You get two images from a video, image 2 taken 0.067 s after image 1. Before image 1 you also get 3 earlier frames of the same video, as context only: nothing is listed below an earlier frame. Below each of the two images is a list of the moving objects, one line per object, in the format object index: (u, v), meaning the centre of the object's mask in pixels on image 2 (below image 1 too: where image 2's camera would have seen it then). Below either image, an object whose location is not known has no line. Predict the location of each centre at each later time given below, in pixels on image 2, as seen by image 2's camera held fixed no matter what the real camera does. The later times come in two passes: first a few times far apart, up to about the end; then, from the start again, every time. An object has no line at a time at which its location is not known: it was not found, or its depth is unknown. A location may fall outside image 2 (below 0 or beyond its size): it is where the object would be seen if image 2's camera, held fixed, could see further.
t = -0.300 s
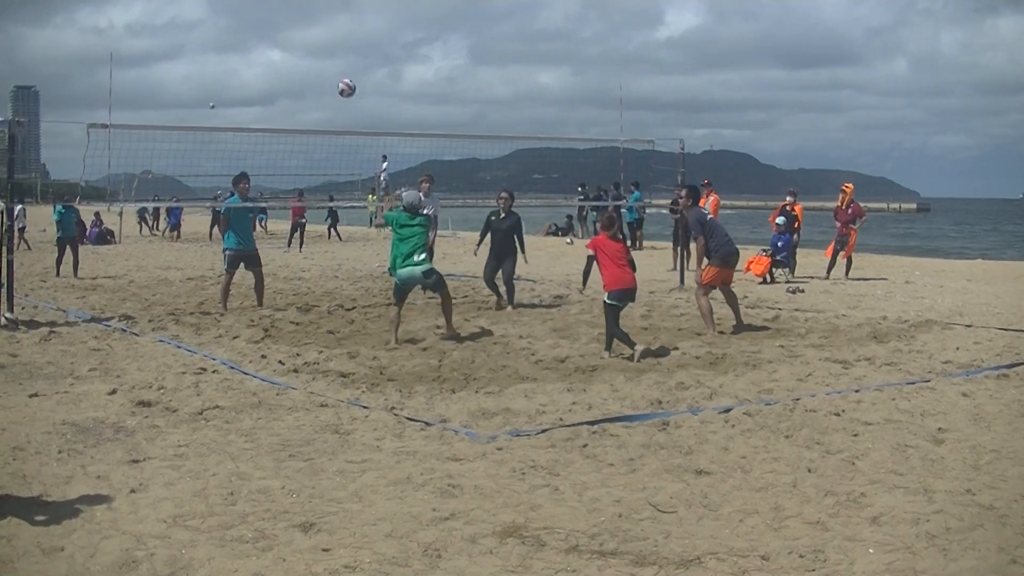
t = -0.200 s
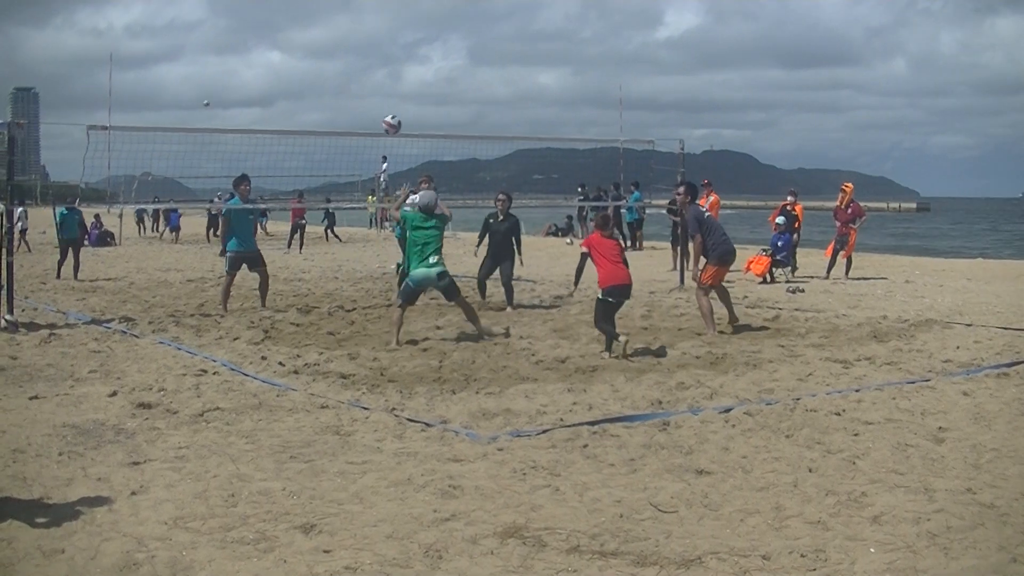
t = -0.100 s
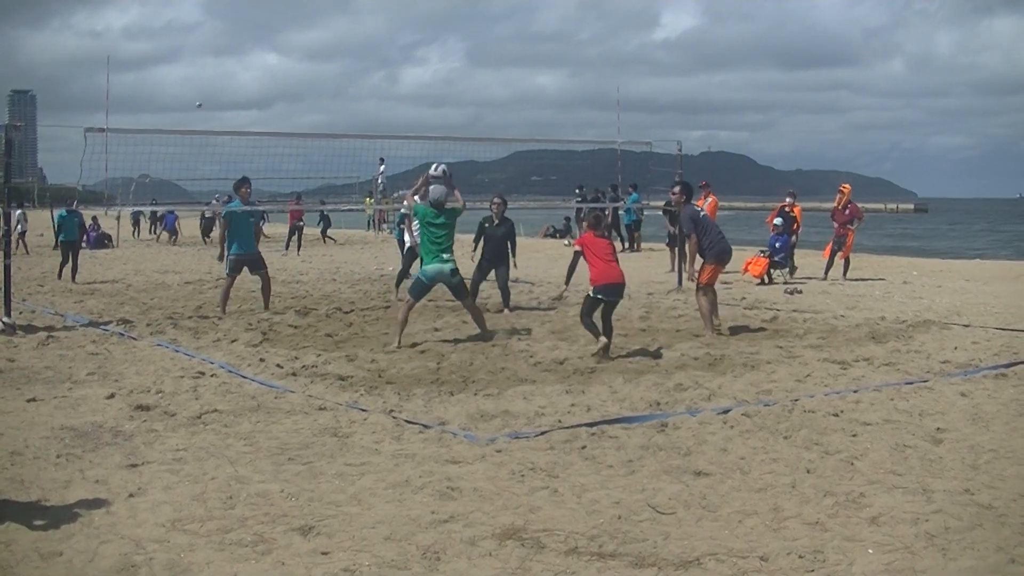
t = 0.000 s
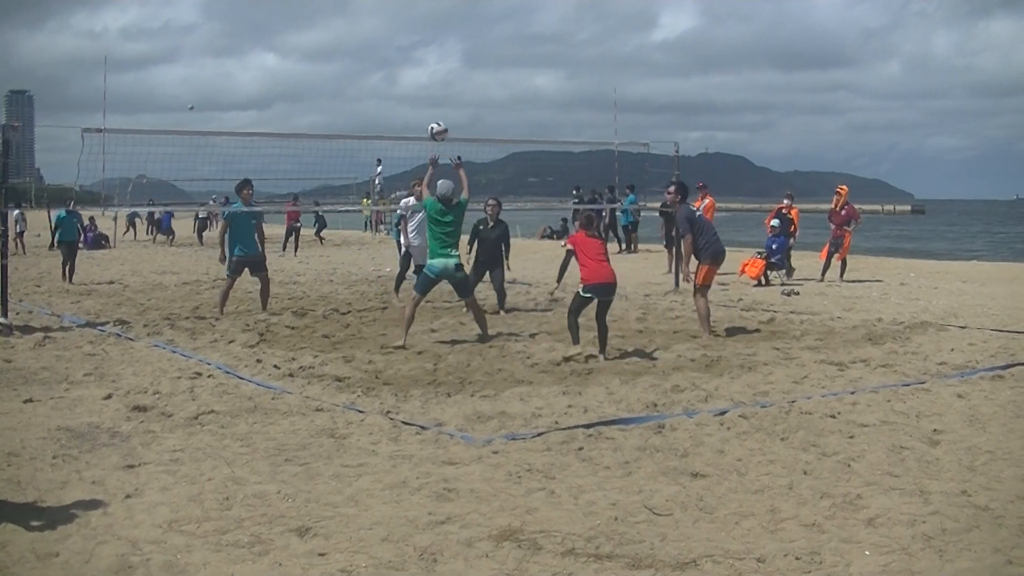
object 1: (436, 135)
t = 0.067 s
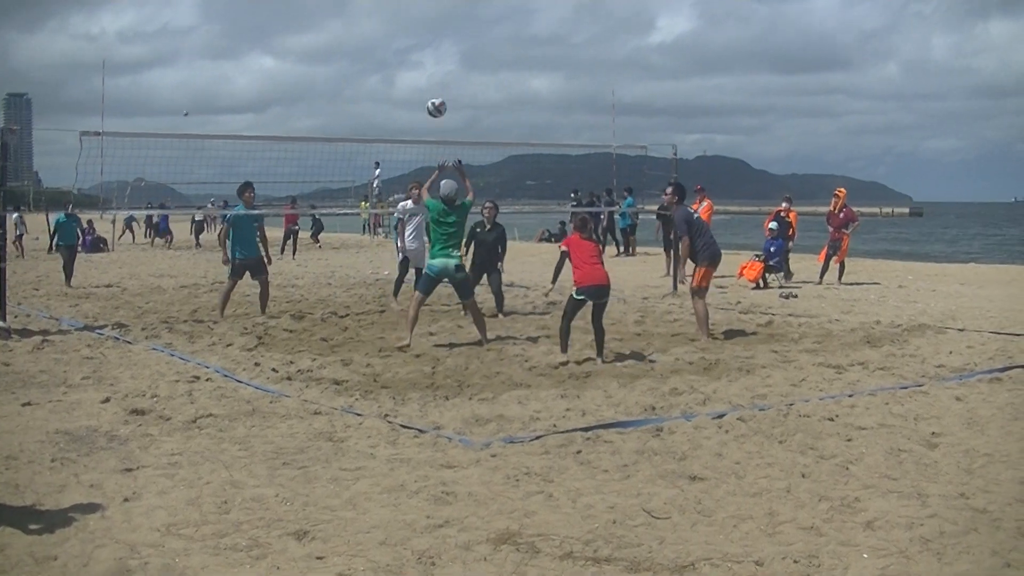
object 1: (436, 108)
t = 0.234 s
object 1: (436, 61)
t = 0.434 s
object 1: (434, 39)
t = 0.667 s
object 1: (430, 55)
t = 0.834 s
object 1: (426, 93)
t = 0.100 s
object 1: (437, 96)
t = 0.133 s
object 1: (436, 85)
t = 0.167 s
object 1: (436, 76)
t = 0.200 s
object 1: (436, 68)
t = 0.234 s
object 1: (436, 61)
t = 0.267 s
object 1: (436, 55)
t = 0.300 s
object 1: (436, 49)
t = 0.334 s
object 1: (436, 46)
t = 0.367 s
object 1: (435, 42)
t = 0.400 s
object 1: (435, 40)
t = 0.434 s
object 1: (434, 39)
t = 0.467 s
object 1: (433, 38)
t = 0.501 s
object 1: (433, 39)
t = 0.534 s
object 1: (432, 40)
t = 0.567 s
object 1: (432, 43)
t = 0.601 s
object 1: (431, 46)
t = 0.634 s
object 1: (430, 50)
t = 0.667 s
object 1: (430, 55)
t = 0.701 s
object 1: (429, 61)
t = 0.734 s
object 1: (428, 68)
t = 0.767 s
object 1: (427, 75)
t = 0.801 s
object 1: (427, 83)
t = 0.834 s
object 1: (426, 93)
